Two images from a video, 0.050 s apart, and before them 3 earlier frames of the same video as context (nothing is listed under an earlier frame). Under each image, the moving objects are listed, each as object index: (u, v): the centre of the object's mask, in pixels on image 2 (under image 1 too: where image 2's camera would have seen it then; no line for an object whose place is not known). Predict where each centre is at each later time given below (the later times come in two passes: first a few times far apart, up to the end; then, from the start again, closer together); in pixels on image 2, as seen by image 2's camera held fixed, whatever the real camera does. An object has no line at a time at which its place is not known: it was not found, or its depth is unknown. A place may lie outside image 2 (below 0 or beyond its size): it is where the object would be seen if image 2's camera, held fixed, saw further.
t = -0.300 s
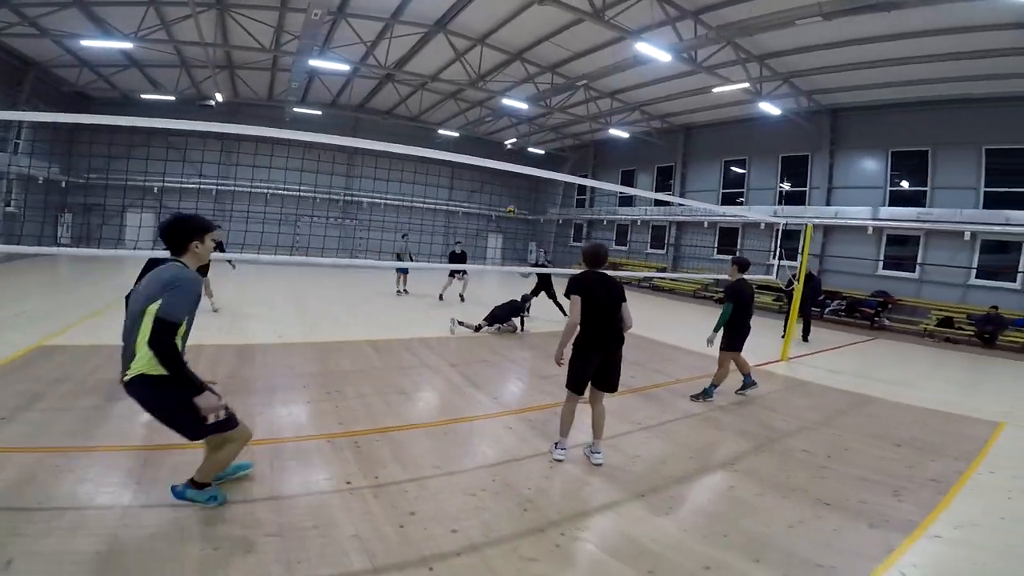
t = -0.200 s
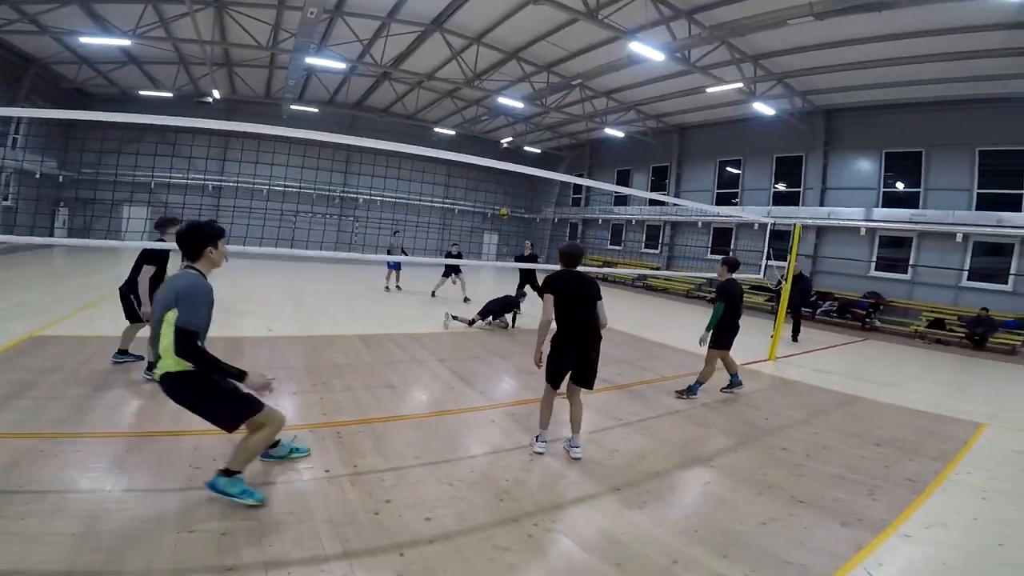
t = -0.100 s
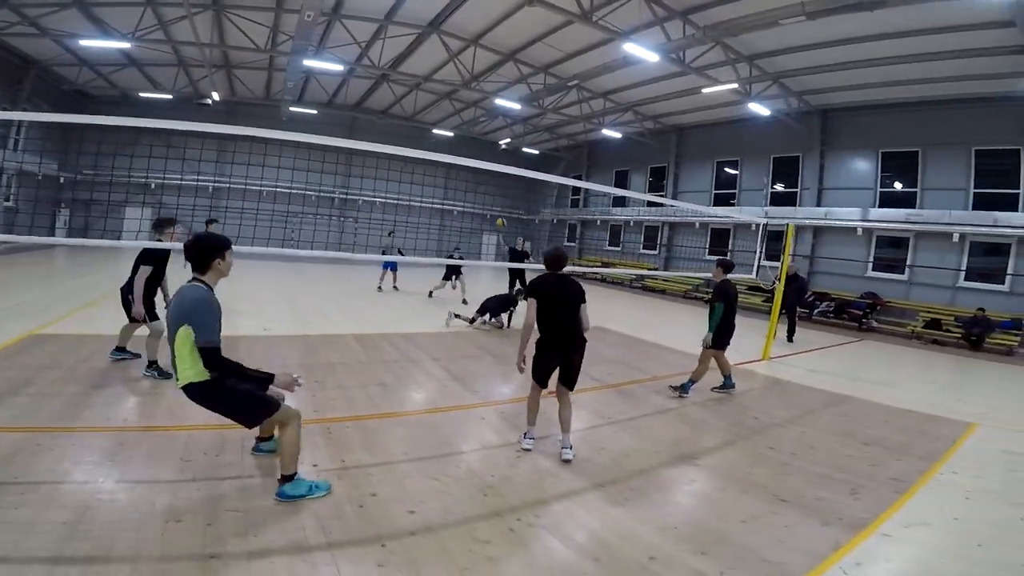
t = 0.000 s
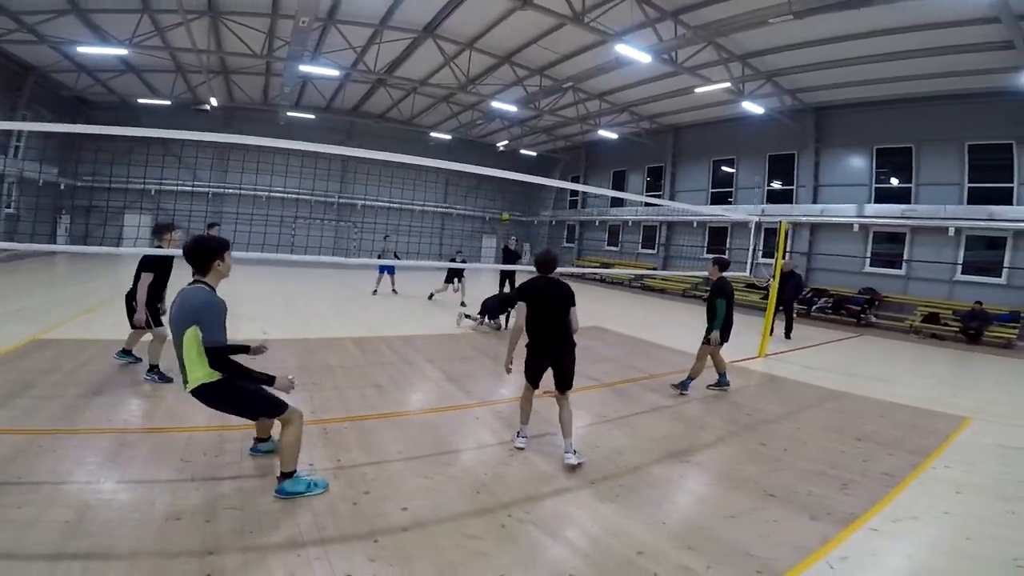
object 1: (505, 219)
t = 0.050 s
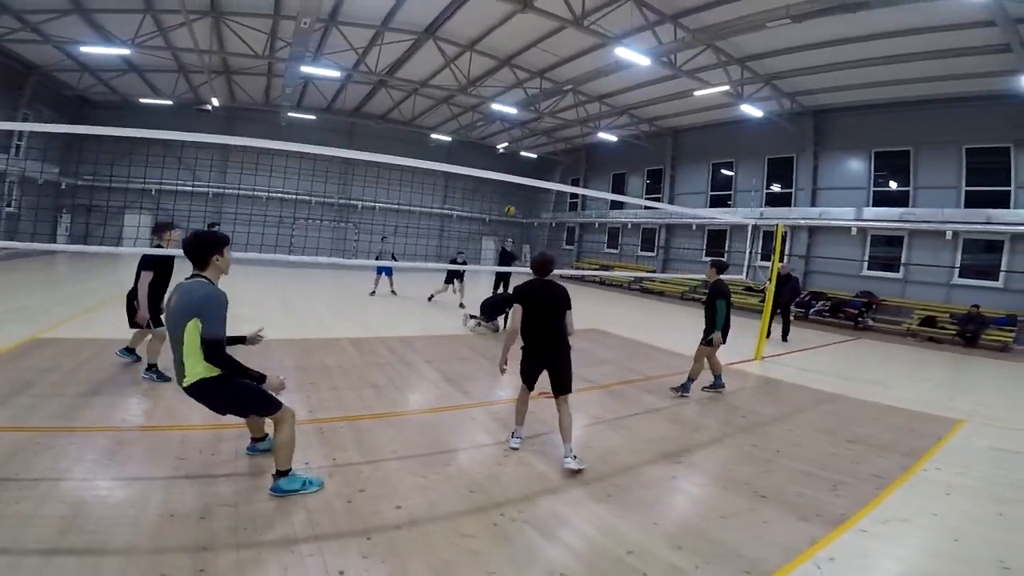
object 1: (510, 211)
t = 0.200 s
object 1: (530, 185)
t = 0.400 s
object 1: (570, 151)
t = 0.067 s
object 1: (512, 208)
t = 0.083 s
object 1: (513, 205)
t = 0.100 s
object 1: (515, 202)
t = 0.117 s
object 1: (517, 198)
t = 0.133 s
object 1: (520, 195)
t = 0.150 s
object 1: (522, 191)
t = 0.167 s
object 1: (525, 189)
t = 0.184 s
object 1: (526, 187)
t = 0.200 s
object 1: (530, 185)
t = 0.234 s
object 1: (539, 173)
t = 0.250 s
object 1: (541, 171)
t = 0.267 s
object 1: (544, 168)
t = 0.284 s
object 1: (547, 164)
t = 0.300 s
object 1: (551, 159)
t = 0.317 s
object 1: (556, 157)
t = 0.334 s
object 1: (558, 154)
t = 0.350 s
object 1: (561, 152)
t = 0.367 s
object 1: (565, 151)
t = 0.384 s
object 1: (568, 151)
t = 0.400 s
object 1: (570, 151)
